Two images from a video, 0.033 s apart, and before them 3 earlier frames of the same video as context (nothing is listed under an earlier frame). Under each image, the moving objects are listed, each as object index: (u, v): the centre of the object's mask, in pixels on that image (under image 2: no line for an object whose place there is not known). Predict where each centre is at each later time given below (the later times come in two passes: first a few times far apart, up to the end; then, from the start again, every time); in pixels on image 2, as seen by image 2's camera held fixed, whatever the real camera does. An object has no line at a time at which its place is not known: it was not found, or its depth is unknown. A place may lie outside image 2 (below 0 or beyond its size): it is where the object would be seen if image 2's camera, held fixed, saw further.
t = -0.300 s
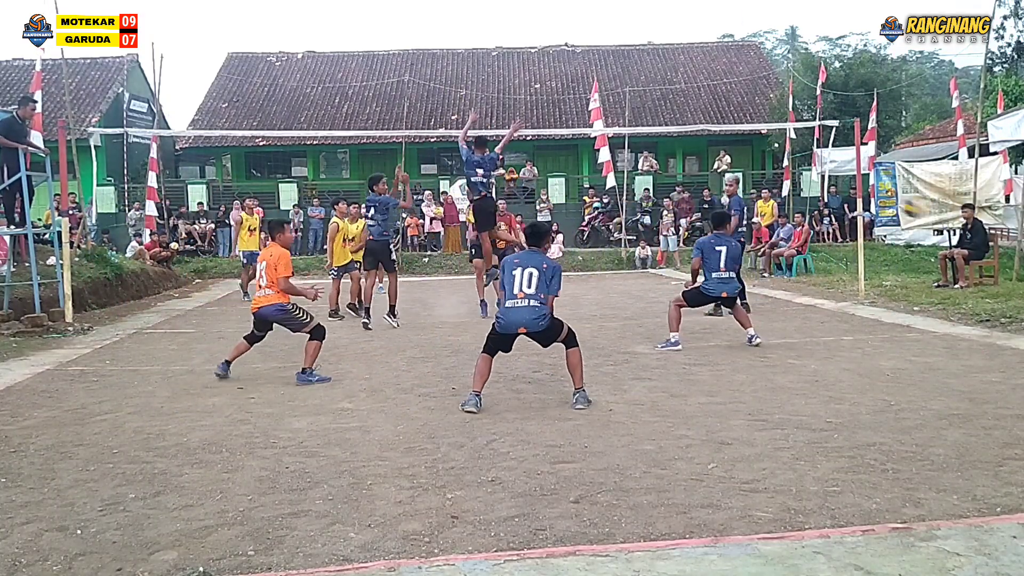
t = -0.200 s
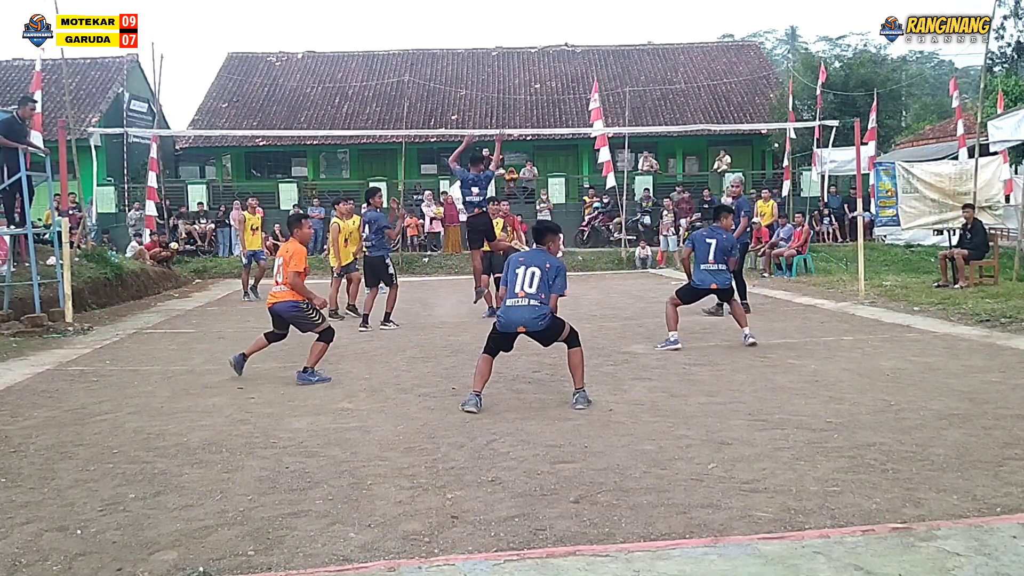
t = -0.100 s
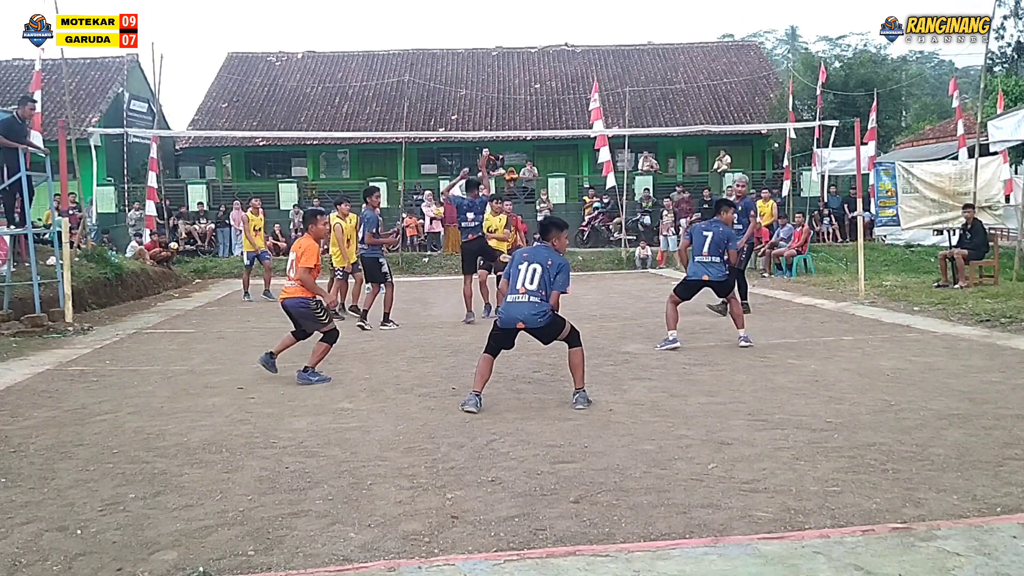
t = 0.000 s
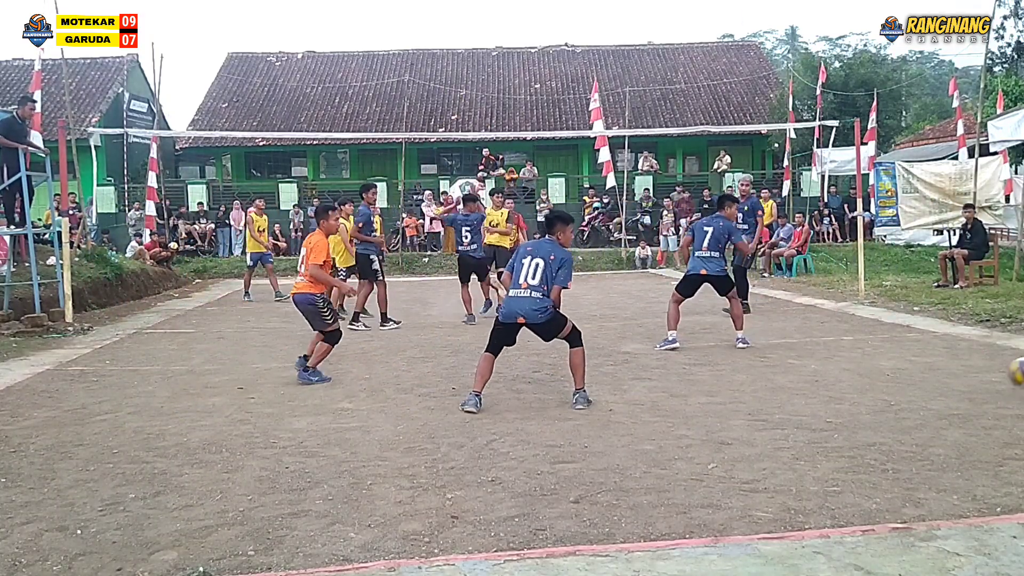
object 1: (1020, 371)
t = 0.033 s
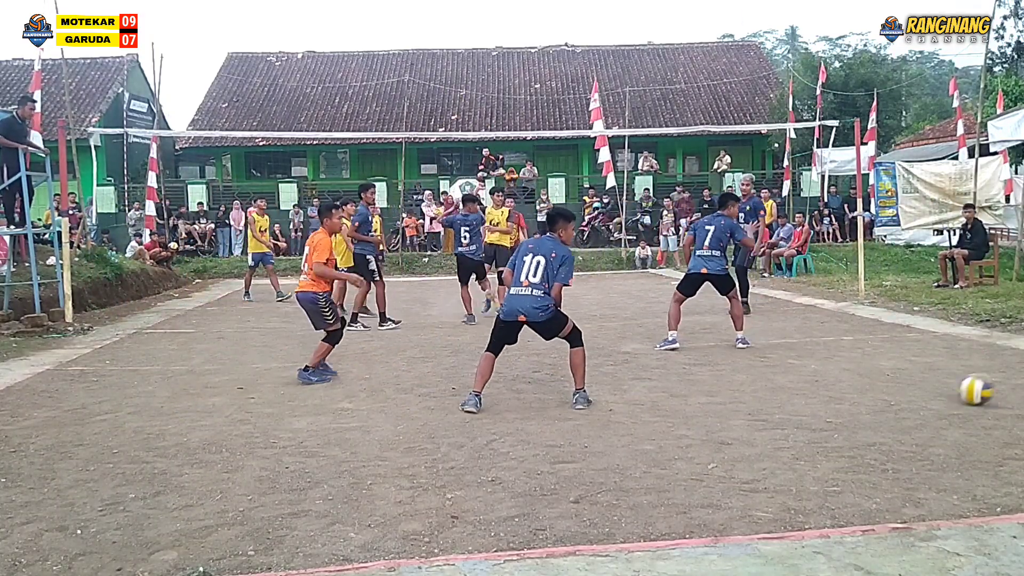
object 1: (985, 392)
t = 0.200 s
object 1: (789, 354)
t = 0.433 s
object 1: (508, 371)
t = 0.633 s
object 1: (254, 435)
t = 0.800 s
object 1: (22, 430)
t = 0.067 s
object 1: (945, 383)
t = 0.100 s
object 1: (907, 376)
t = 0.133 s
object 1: (868, 364)
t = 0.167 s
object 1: (825, 356)
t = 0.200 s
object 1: (789, 354)
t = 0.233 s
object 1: (752, 347)
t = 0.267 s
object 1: (711, 350)
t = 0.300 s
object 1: (672, 348)
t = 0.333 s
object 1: (627, 351)
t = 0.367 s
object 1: (590, 355)
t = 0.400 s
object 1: (546, 363)
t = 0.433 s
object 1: (508, 371)
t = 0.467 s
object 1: (463, 382)
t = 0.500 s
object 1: (423, 396)
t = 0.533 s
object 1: (377, 412)
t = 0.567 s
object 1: (337, 433)
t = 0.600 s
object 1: (290, 436)
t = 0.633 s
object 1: (254, 435)
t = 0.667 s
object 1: (205, 425)
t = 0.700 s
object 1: (159, 424)
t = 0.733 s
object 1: (116, 424)
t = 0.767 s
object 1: (67, 426)
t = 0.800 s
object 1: (22, 430)
